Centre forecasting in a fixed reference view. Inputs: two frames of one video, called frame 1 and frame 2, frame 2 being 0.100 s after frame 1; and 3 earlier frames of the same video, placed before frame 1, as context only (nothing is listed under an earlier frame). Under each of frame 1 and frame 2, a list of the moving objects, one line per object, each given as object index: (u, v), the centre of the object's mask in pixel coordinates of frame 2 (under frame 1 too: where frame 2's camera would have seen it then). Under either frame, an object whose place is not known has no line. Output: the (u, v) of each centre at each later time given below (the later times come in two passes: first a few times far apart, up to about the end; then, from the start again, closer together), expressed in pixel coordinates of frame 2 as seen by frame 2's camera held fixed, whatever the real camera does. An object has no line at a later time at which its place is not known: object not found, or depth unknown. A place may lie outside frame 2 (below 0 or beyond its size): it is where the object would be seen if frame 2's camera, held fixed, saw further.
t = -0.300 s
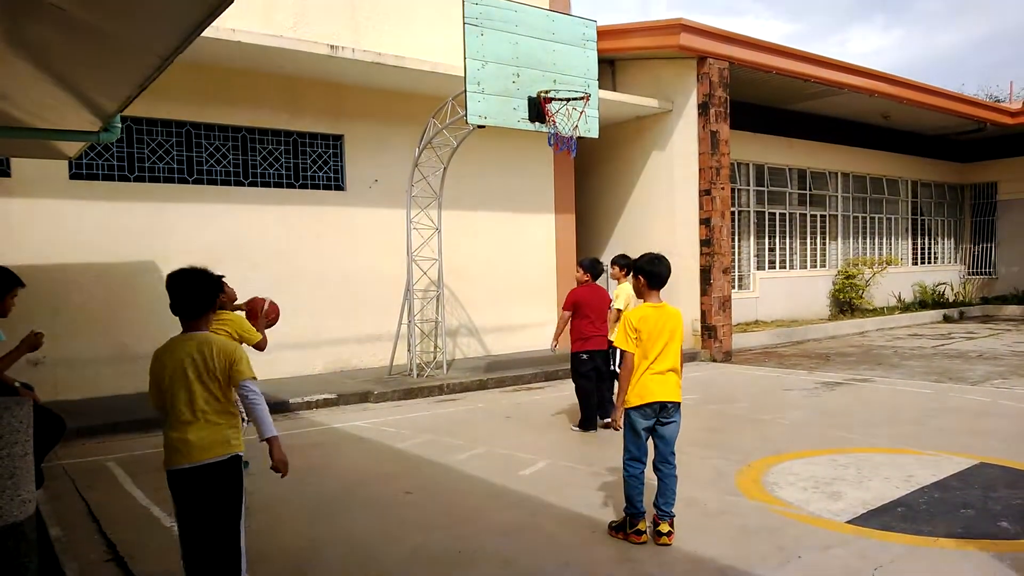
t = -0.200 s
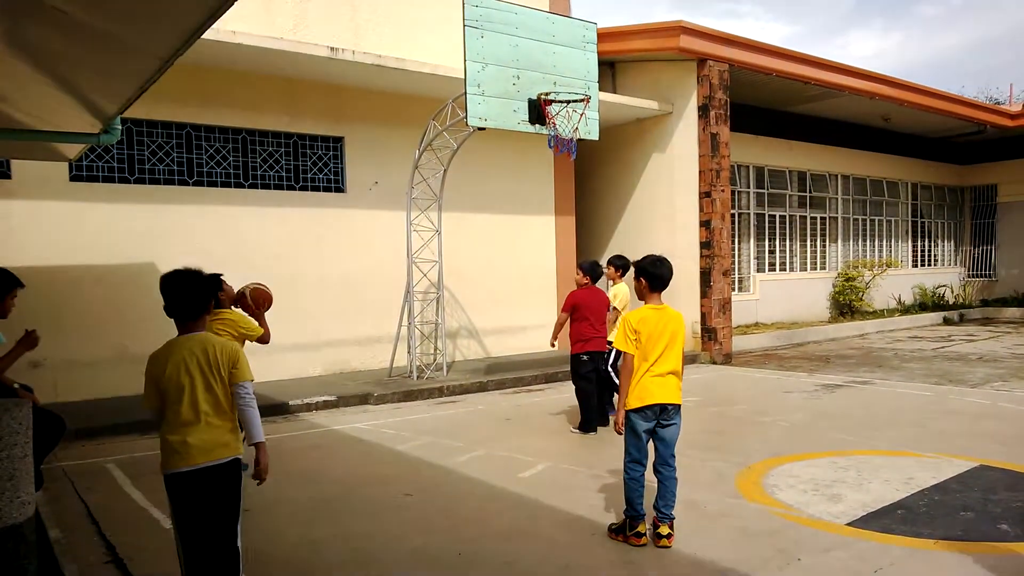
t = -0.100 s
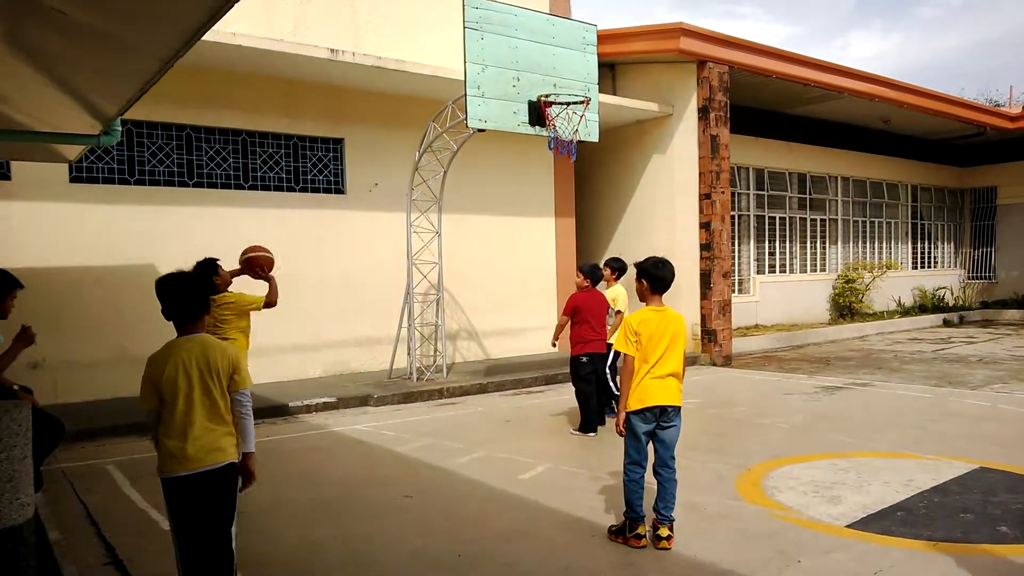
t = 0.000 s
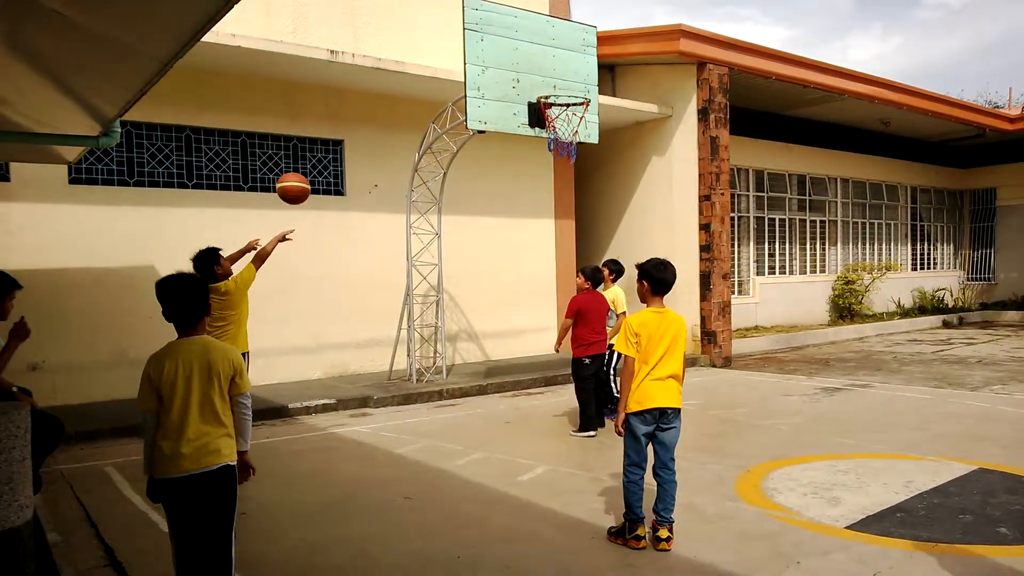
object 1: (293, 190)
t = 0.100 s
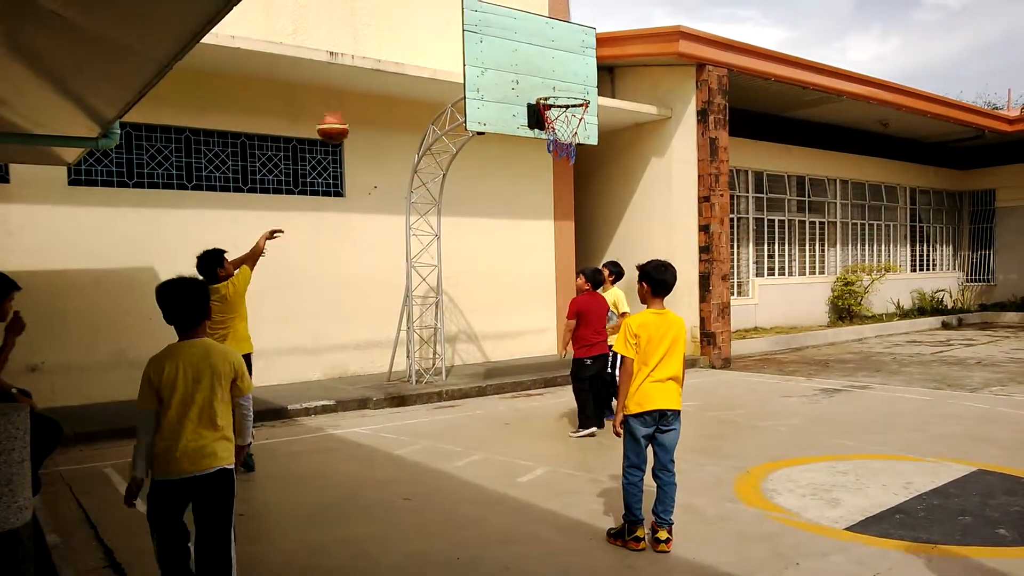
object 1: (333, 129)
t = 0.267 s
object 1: (396, 58)
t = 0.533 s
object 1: (487, 26)
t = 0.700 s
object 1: (538, 48)
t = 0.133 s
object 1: (346, 110)
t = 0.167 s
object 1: (358, 94)
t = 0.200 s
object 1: (371, 81)
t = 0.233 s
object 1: (383, 69)
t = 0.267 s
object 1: (396, 58)
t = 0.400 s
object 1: (443, 31)
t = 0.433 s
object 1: (454, 28)
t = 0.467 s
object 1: (465, 26)
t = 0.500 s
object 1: (476, 25)
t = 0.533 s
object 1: (487, 26)
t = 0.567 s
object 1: (498, 28)
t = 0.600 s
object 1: (508, 31)
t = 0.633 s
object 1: (518, 36)
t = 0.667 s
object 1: (529, 42)
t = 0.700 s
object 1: (538, 48)
